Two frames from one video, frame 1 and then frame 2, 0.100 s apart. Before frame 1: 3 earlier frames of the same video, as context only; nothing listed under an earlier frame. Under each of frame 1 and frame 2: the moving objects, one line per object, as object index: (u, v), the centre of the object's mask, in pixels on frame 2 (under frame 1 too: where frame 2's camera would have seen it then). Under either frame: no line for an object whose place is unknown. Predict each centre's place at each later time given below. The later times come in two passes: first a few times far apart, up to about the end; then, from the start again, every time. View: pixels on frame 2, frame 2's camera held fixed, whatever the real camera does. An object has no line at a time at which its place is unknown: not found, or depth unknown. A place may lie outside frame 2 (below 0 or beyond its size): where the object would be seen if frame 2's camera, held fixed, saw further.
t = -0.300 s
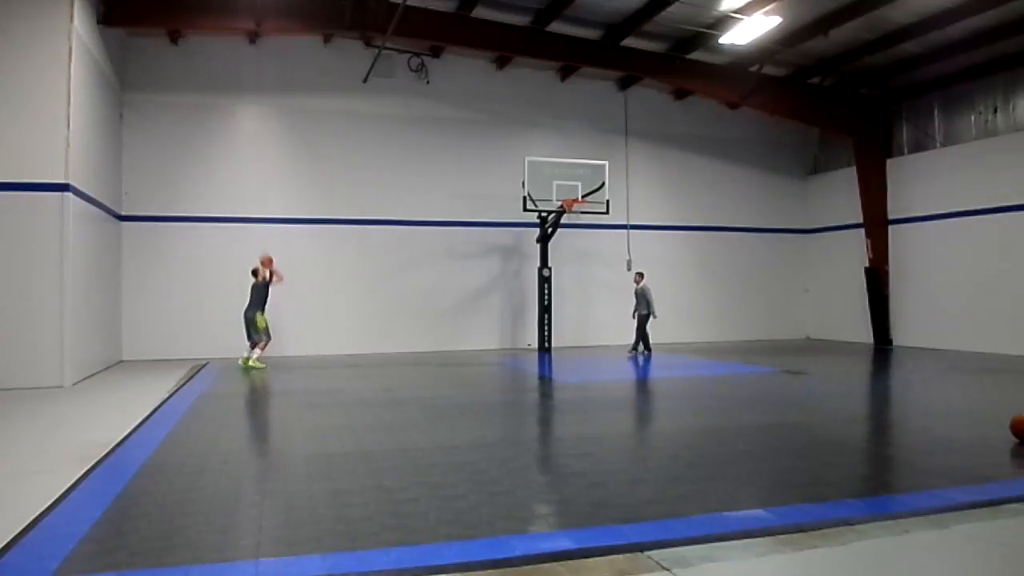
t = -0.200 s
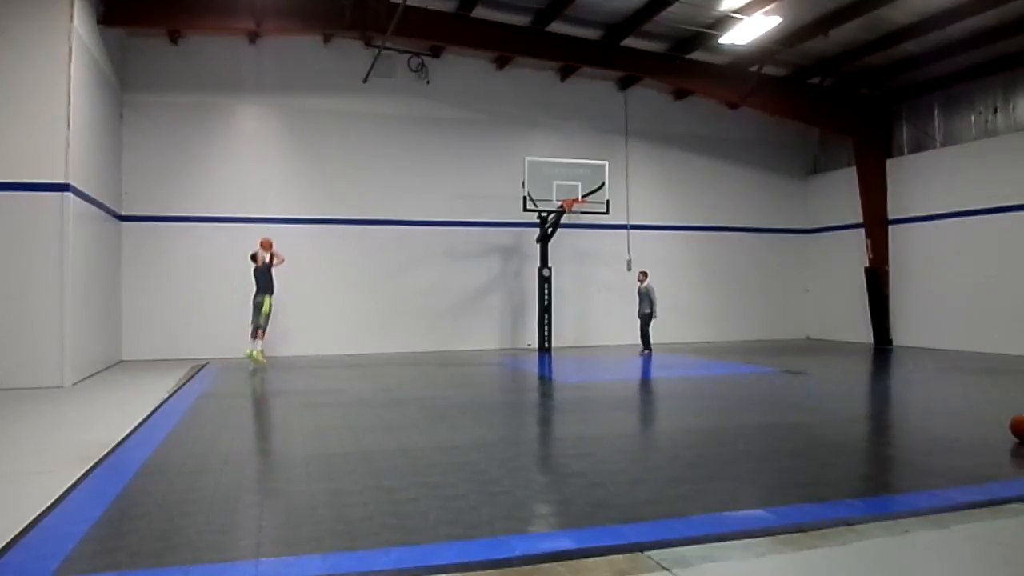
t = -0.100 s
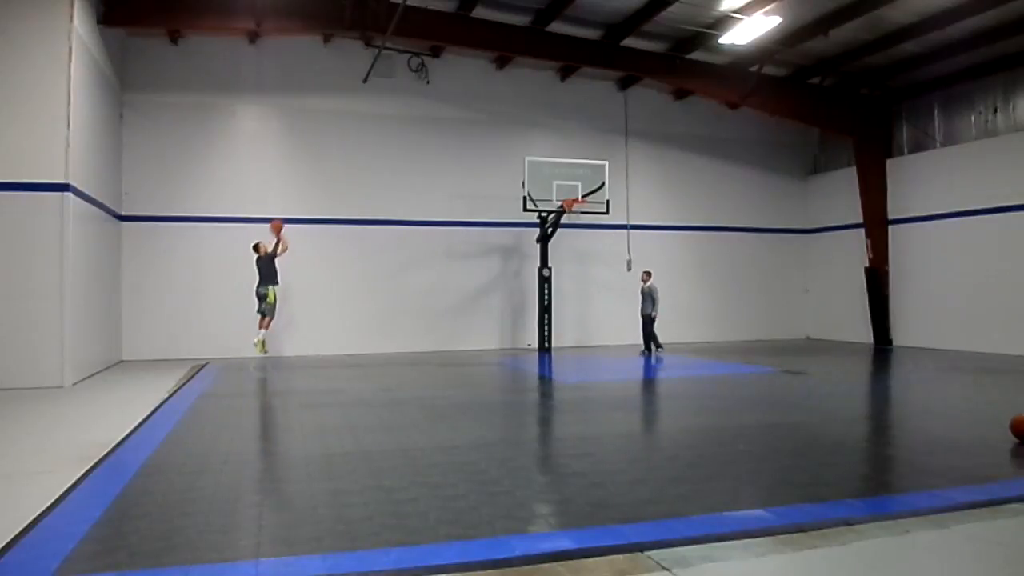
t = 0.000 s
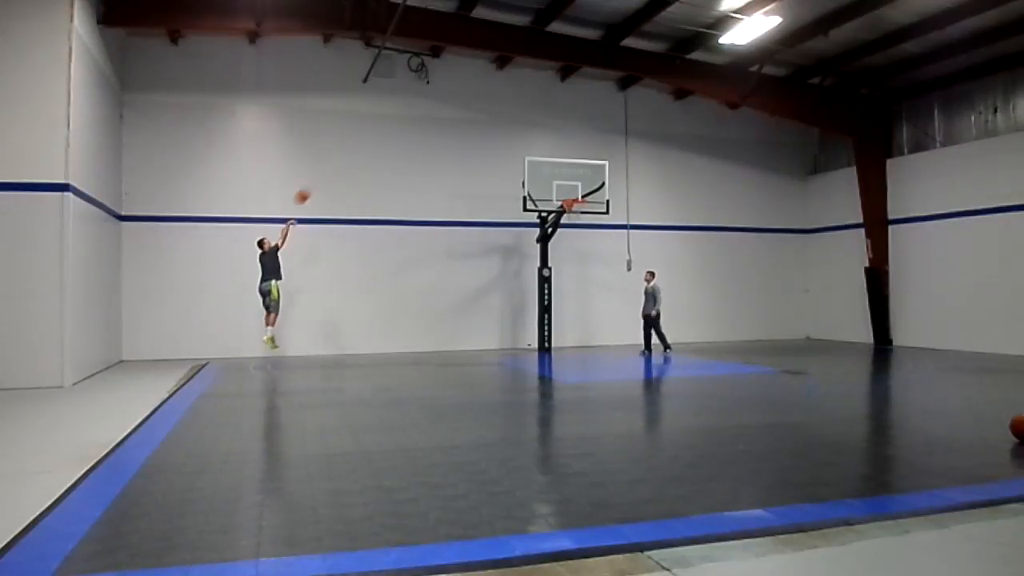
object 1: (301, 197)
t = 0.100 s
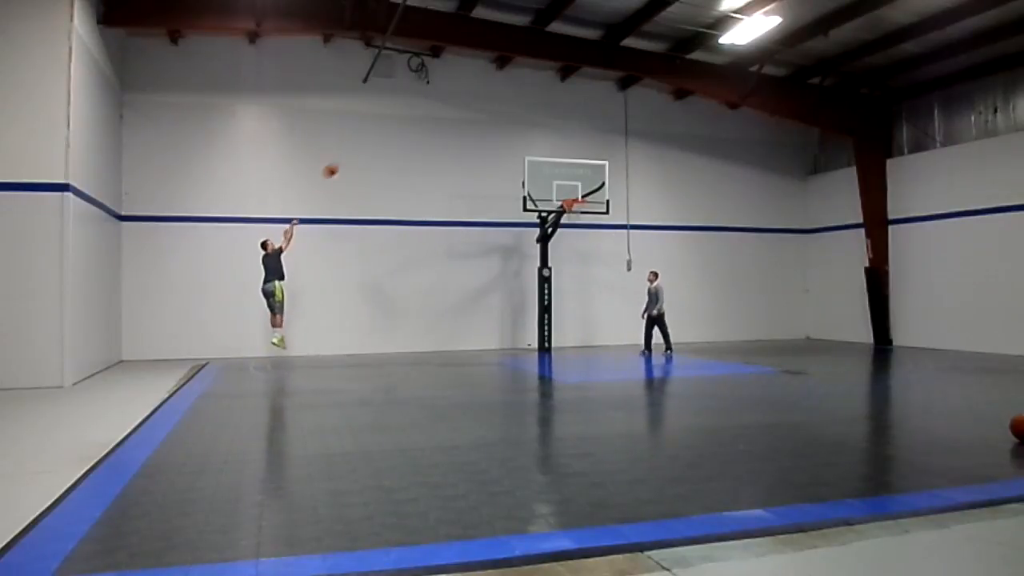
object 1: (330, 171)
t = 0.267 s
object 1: (376, 140)
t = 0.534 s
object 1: (445, 123)
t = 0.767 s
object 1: (501, 138)
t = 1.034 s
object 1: (561, 185)
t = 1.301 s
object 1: (568, 206)
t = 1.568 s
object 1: (556, 238)
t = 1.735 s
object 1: (550, 273)
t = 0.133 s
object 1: (340, 163)
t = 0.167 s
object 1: (350, 156)
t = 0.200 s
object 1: (358, 150)
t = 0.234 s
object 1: (367, 145)
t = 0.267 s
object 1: (376, 140)
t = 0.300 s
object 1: (386, 135)
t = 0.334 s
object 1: (394, 132)
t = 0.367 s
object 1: (403, 129)
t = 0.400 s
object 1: (411, 127)
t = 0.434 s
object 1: (420, 125)
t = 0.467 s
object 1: (428, 123)
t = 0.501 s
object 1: (436, 123)
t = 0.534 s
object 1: (445, 123)
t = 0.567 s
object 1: (453, 123)
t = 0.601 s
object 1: (461, 124)
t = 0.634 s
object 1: (470, 126)
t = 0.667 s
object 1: (478, 128)
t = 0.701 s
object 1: (485, 131)
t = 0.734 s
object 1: (493, 134)
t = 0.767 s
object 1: (501, 138)
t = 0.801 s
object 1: (509, 142)
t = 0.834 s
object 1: (517, 147)
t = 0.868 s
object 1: (524, 152)
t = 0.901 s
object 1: (531, 158)
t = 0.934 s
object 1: (539, 163)
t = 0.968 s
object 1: (547, 170)
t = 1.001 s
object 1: (554, 177)
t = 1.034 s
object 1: (561, 185)
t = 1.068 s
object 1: (568, 193)
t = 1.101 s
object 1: (575, 199)
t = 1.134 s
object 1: (580, 201)
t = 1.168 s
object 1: (579, 202)
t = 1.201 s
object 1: (572, 205)
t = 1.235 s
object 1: (569, 206)
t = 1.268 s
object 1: (568, 206)
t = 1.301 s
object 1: (568, 206)
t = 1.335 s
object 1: (566, 208)
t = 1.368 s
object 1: (566, 208)
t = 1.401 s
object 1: (565, 210)
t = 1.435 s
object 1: (566, 206)
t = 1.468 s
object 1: (566, 207)
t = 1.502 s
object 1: (558, 228)
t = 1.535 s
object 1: (557, 232)
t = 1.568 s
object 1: (556, 238)
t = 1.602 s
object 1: (555, 244)
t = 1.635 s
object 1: (554, 251)
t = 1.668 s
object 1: (554, 257)
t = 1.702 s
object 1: (553, 264)
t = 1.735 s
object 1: (550, 273)
